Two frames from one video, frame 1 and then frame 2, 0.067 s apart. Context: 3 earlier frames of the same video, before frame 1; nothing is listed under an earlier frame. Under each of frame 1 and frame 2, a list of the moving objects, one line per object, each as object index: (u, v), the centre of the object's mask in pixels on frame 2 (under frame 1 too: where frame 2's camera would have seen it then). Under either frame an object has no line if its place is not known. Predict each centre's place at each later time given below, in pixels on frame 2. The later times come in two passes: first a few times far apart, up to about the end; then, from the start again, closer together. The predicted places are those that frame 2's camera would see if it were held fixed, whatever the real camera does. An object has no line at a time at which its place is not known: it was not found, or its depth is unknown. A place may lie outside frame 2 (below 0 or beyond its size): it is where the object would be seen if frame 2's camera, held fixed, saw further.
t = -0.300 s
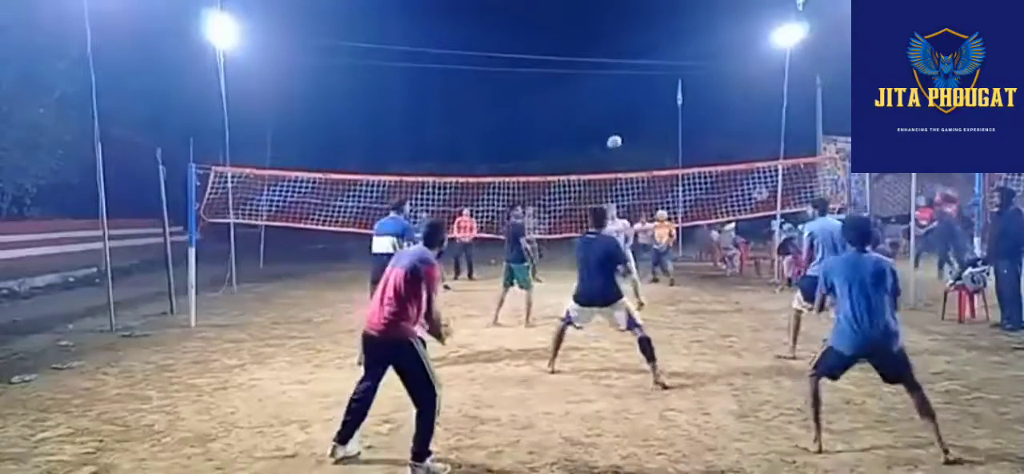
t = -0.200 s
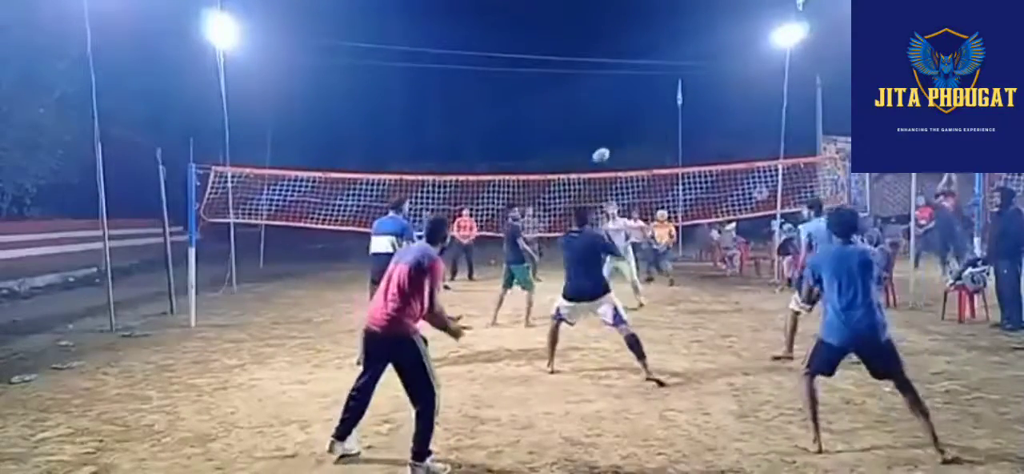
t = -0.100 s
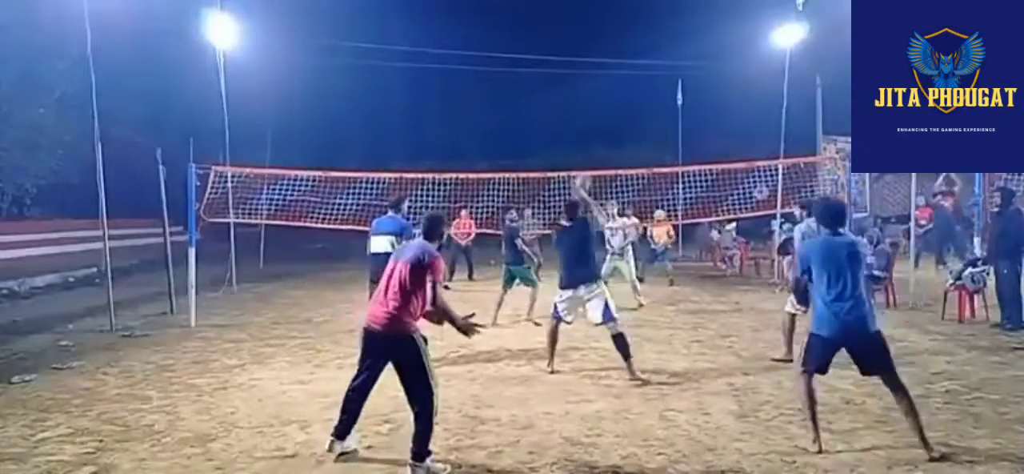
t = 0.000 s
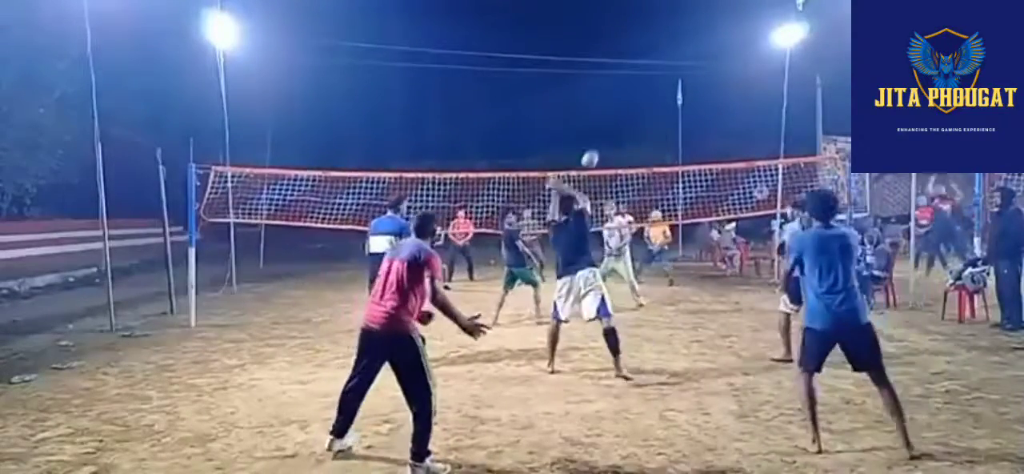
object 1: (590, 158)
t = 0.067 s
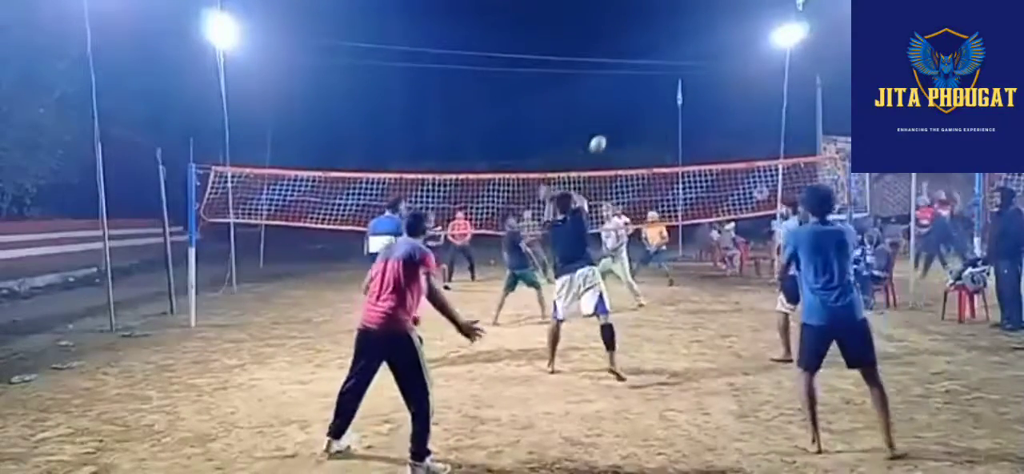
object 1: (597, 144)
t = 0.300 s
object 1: (622, 127)
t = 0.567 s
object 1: (645, 156)
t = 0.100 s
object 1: (601, 137)
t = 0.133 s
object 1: (605, 134)
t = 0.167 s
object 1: (609, 130)
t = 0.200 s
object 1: (612, 128)
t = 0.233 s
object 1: (615, 127)
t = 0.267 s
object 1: (619, 127)
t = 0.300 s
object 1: (622, 127)
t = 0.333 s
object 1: (625, 128)
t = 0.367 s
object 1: (628, 130)
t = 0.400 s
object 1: (631, 133)
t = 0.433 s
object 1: (634, 136)
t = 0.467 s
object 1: (637, 140)
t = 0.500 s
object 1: (639, 145)
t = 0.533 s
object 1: (642, 151)
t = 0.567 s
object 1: (645, 156)
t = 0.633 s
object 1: (647, 162)
